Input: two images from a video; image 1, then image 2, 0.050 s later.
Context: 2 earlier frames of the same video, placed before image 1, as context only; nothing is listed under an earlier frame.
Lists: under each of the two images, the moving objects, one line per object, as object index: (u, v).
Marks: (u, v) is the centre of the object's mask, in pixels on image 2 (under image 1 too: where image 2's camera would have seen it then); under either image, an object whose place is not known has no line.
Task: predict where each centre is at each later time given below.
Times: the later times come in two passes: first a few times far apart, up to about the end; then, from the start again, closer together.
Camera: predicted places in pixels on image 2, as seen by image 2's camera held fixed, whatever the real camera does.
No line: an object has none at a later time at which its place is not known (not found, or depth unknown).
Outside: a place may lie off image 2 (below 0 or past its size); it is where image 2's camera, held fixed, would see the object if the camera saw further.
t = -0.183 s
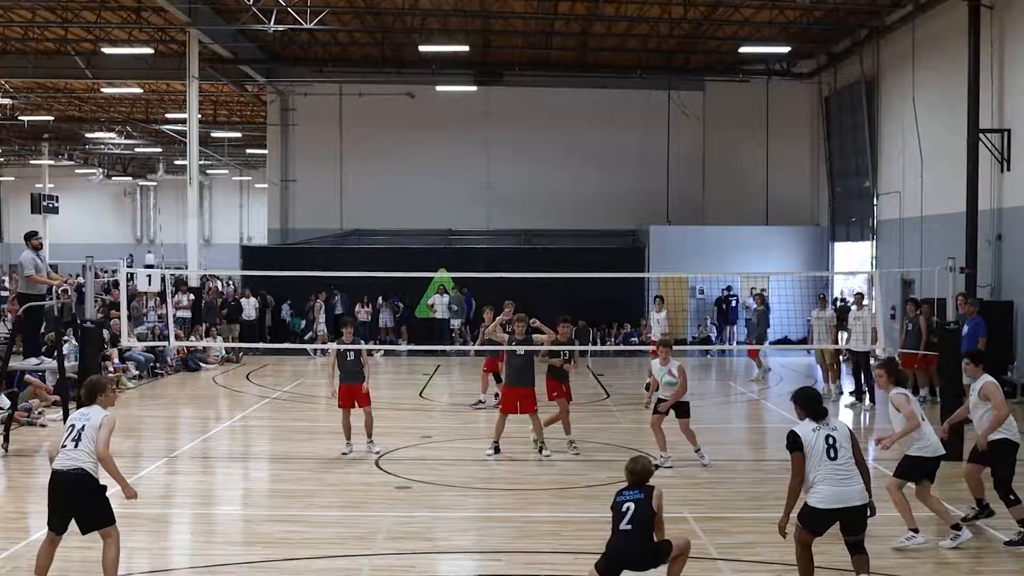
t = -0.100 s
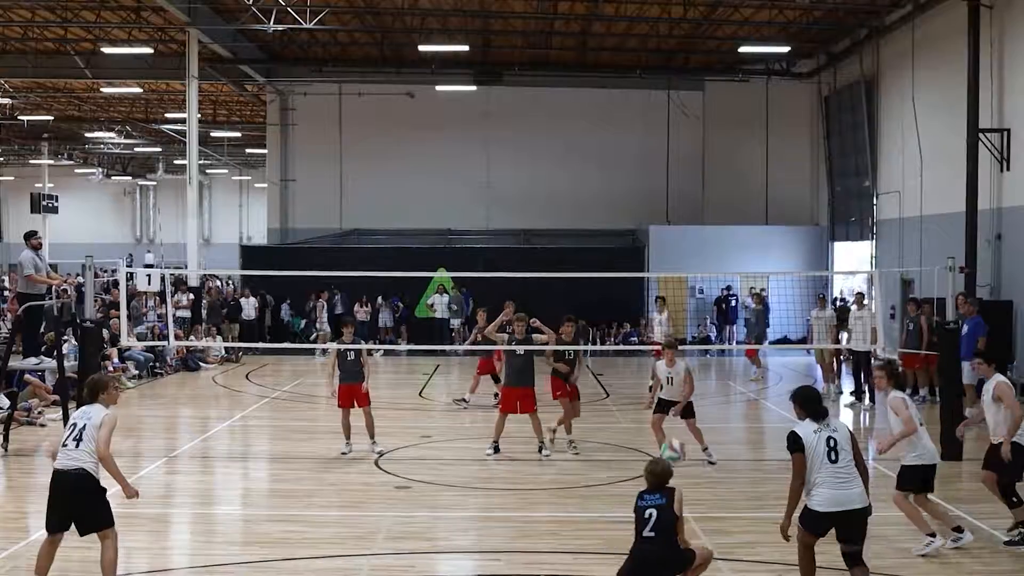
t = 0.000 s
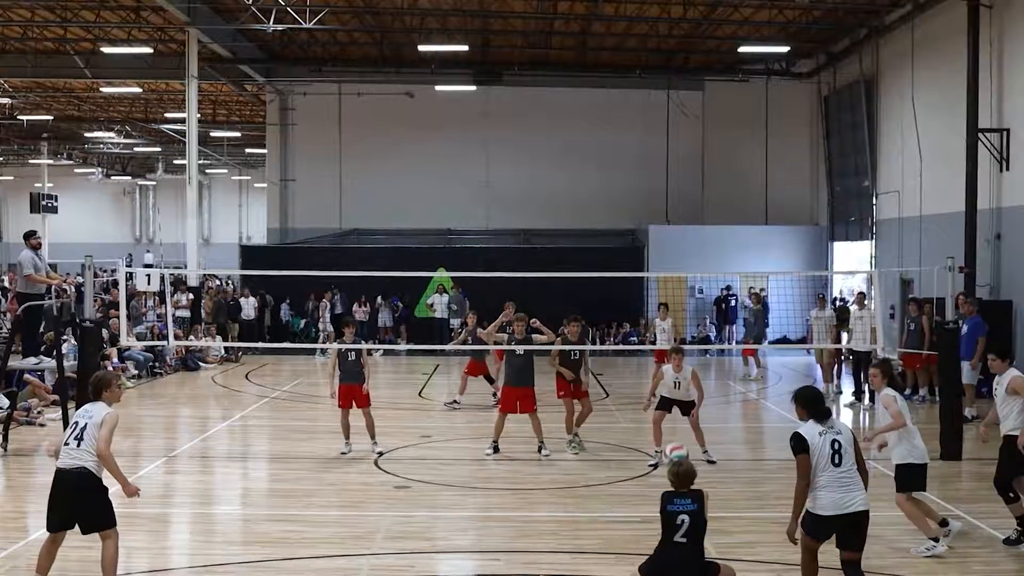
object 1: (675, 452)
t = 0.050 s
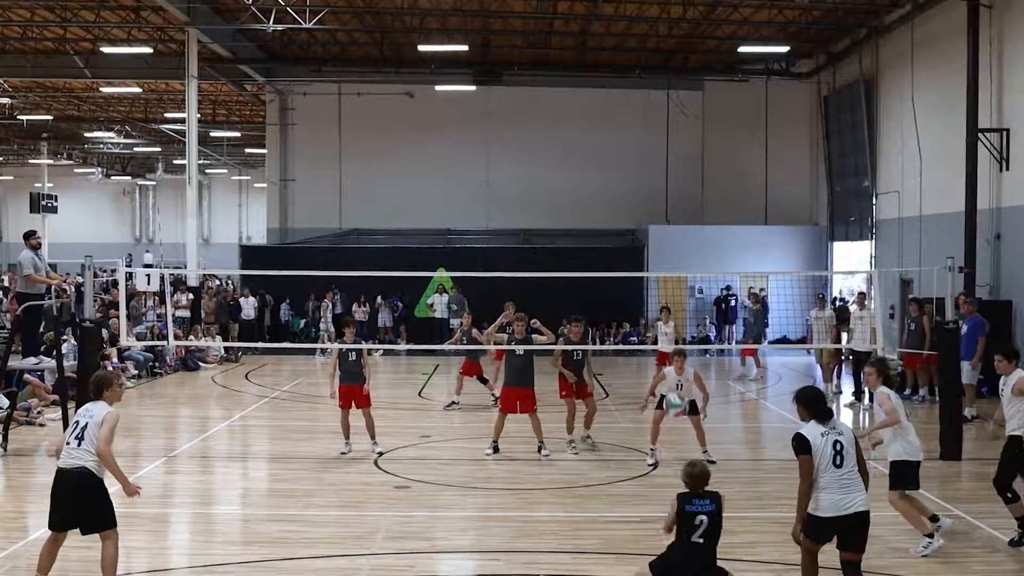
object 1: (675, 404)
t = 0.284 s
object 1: (677, 222)
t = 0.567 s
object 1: (677, 111)
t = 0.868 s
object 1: (676, 88)
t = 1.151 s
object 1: (673, 137)
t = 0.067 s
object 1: (674, 390)
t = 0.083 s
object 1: (676, 371)
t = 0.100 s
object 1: (676, 355)
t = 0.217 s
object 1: (677, 264)
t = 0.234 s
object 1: (676, 254)
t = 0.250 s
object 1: (677, 242)
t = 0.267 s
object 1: (677, 232)
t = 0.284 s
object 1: (677, 222)
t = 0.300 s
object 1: (677, 212)
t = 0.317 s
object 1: (677, 204)
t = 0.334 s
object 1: (677, 194)
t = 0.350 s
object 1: (678, 186)
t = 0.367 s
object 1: (677, 178)
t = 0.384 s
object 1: (677, 171)
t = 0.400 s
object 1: (677, 163)
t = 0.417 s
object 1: (677, 157)
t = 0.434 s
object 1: (677, 150)
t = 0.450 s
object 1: (677, 143)
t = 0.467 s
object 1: (677, 138)
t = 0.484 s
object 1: (678, 132)
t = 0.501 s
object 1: (677, 128)
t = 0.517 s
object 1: (677, 123)
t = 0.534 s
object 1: (677, 118)
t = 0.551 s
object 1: (677, 114)
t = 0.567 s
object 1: (677, 111)
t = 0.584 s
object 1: (677, 107)
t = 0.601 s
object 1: (676, 104)
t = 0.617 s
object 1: (676, 101)
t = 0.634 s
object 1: (677, 99)
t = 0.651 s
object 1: (677, 96)
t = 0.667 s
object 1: (677, 94)
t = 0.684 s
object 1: (677, 92)
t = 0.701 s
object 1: (677, 90)
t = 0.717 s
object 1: (676, 88)
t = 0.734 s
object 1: (676, 88)
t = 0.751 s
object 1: (676, 87)
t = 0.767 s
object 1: (676, 87)
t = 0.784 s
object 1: (676, 86)
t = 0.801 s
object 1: (676, 86)
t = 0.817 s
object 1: (676, 86)
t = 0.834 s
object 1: (676, 87)
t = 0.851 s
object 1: (676, 87)
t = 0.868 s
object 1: (676, 88)
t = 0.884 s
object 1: (676, 89)
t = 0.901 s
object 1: (676, 91)
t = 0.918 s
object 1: (676, 93)
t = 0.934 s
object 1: (676, 94)
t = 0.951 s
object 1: (676, 96)
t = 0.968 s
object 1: (675, 99)
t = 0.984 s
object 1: (675, 103)
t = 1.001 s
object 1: (675, 103)
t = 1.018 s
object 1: (675, 107)
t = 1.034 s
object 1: (675, 110)
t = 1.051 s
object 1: (675, 113)
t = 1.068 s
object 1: (674, 117)
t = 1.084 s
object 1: (675, 120)
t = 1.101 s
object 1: (675, 125)
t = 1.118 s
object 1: (675, 129)
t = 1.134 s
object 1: (675, 133)
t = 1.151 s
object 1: (673, 137)
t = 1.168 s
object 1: (673, 143)
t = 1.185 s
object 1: (674, 146)
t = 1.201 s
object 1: (674, 153)
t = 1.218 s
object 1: (674, 158)
